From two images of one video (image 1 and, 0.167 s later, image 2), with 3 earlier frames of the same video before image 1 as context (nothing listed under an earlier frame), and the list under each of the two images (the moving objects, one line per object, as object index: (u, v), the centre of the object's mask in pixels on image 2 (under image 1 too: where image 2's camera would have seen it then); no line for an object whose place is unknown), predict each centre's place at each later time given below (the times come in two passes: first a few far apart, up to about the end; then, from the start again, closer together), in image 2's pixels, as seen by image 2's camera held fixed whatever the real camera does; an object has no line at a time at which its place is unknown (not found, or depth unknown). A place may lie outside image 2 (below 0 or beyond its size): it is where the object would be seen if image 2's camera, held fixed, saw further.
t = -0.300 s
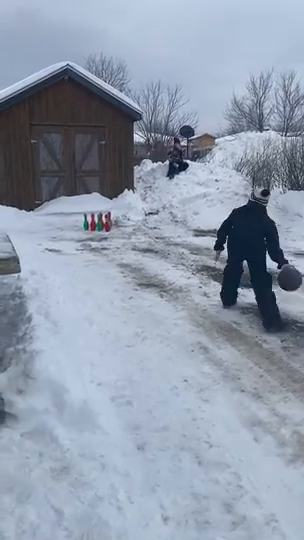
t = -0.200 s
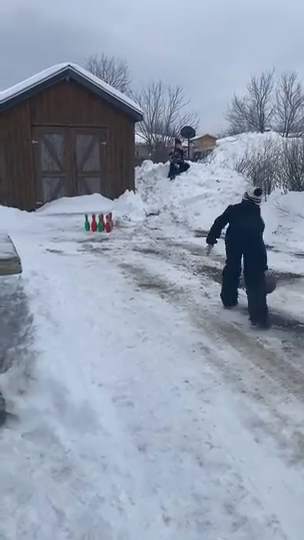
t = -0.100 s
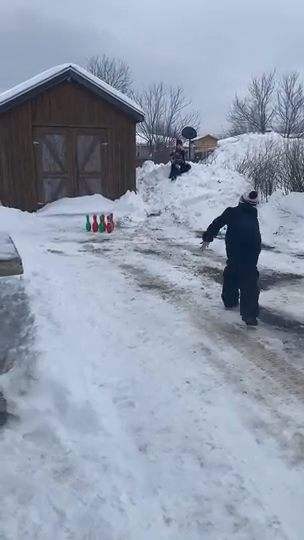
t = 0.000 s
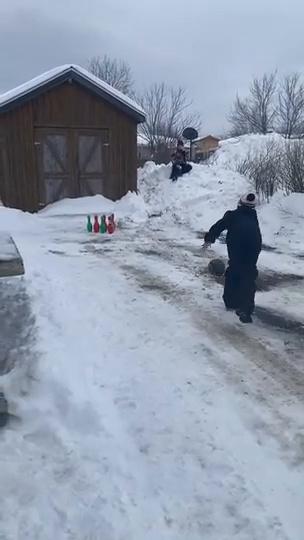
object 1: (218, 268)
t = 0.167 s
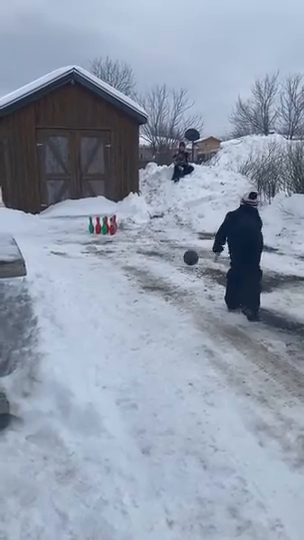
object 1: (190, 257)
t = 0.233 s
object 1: (182, 254)
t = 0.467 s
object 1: (159, 246)
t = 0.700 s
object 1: (144, 242)
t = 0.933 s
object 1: (134, 236)
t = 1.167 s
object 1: (127, 231)
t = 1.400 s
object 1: (123, 228)
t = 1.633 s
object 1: (122, 227)
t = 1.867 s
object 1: (124, 225)
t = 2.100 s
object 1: (128, 222)
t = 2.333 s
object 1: (135, 221)
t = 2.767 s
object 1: (142, 224)
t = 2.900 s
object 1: (144, 223)
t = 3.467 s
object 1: (141, 224)
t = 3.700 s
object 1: (141, 224)
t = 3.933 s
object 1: (141, 224)
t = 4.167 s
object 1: (141, 224)
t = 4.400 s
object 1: (141, 224)
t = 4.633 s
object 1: (141, 224)
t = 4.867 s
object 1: (141, 224)
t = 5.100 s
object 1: (141, 224)
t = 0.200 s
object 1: (186, 255)
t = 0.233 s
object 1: (182, 254)
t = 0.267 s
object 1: (178, 253)
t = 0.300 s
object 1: (175, 253)
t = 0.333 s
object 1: (171, 254)
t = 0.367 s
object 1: (168, 252)
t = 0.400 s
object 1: (165, 250)
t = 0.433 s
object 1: (162, 249)
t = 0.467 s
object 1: (159, 246)
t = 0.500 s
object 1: (157, 244)
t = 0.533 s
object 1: (155, 244)
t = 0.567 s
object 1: (152, 243)
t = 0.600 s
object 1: (150, 243)
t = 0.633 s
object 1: (148, 244)
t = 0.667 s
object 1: (146, 243)
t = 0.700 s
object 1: (144, 242)
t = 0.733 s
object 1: (142, 242)
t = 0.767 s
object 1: (140, 241)
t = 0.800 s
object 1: (139, 240)
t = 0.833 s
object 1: (138, 239)
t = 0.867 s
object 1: (136, 239)
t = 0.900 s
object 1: (135, 237)
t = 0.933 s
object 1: (134, 236)
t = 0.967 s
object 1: (133, 235)
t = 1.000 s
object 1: (132, 234)
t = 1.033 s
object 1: (131, 233)
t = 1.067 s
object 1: (130, 233)
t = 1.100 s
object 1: (129, 233)
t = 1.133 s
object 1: (128, 232)
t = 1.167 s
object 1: (127, 231)
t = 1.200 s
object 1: (126, 231)
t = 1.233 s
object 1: (126, 231)
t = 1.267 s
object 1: (125, 230)
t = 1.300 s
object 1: (124, 229)
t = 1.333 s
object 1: (123, 228)
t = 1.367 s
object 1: (123, 229)
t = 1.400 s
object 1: (123, 228)
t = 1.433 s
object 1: (122, 228)
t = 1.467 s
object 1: (121, 228)
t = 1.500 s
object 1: (121, 228)
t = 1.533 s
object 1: (121, 227)
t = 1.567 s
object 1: (121, 227)
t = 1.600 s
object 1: (122, 227)
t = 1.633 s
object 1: (122, 227)
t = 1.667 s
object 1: (122, 226)
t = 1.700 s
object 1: (123, 226)
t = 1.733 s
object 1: (123, 226)
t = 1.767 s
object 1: (123, 226)
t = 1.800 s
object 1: (123, 225)
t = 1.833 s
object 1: (124, 225)
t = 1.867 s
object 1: (124, 225)
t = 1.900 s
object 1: (124, 225)
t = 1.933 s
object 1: (124, 224)
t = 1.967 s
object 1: (125, 223)
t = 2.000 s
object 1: (125, 223)
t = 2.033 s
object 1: (126, 222)
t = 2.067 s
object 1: (127, 222)
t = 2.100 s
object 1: (128, 222)
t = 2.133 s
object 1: (129, 222)
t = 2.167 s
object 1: (130, 222)
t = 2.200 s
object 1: (131, 221)
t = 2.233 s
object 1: (132, 221)
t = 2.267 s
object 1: (133, 221)
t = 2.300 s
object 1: (134, 222)
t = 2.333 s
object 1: (135, 221)
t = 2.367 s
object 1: (137, 220)
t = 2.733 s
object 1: (142, 224)
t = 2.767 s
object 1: (142, 224)
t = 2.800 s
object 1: (142, 224)
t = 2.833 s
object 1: (142, 224)
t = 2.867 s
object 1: (142, 224)
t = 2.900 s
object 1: (144, 223)
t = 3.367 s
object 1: (140, 223)
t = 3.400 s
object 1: (141, 223)
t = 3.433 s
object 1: (141, 224)
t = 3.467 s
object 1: (141, 224)
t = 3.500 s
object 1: (141, 224)
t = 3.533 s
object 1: (141, 224)
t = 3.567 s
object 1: (141, 224)
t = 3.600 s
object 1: (141, 224)
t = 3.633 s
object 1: (141, 224)
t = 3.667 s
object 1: (141, 224)
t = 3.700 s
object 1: (141, 224)
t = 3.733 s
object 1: (141, 224)
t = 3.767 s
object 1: (141, 224)
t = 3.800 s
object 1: (141, 224)
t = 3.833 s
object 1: (141, 224)
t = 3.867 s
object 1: (141, 224)
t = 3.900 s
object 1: (141, 224)
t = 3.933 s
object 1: (141, 224)
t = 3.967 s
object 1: (141, 224)
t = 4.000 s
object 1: (141, 224)
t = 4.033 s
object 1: (141, 224)
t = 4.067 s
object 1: (141, 224)
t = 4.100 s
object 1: (141, 224)
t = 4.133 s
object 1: (141, 224)
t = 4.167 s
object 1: (141, 224)
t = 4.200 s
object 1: (141, 224)
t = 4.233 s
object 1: (141, 224)
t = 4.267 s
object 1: (141, 224)
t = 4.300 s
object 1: (141, 224)
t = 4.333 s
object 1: (141, 224)
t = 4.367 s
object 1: (141, 224)
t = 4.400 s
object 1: (141, 224)
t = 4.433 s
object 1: (141, 224)
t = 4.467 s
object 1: (141, 224)
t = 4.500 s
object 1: (141, 224)
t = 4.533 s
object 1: (141, 224)
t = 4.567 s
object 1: (141, 224)
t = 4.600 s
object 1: (141, 224)
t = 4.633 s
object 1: (141, 224)
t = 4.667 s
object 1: (141, 224)
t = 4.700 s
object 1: (141, 224)
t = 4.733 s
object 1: (141, 224)
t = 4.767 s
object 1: (141, 224)
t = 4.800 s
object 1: (141, 224)
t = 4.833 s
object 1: (141, 224)
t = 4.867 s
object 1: (141, 224)
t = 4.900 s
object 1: (141, 224)
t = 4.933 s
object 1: (141, 224)
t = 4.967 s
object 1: (141, 224)
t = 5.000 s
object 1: (141, 224)
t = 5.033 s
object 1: (141, 224)
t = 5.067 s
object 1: (141, 224)
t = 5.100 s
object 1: (141, 224)
